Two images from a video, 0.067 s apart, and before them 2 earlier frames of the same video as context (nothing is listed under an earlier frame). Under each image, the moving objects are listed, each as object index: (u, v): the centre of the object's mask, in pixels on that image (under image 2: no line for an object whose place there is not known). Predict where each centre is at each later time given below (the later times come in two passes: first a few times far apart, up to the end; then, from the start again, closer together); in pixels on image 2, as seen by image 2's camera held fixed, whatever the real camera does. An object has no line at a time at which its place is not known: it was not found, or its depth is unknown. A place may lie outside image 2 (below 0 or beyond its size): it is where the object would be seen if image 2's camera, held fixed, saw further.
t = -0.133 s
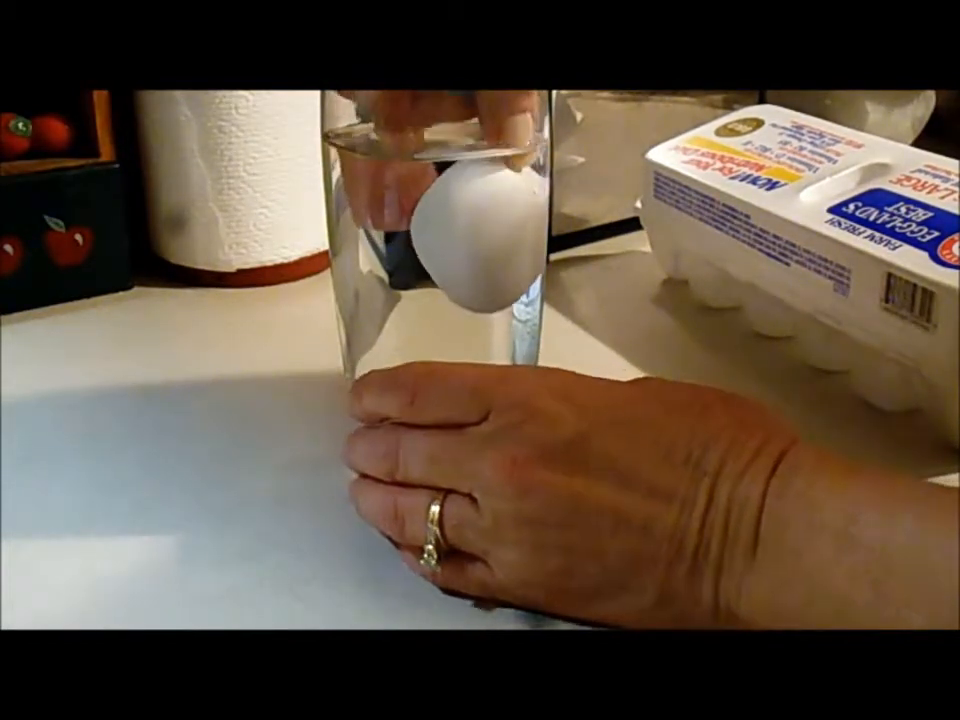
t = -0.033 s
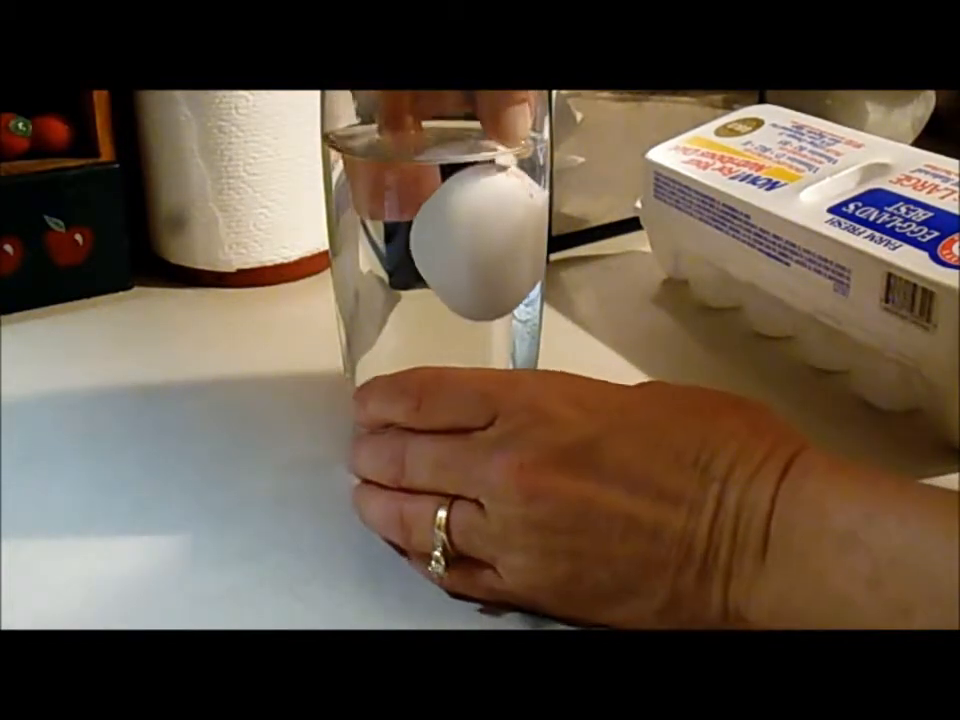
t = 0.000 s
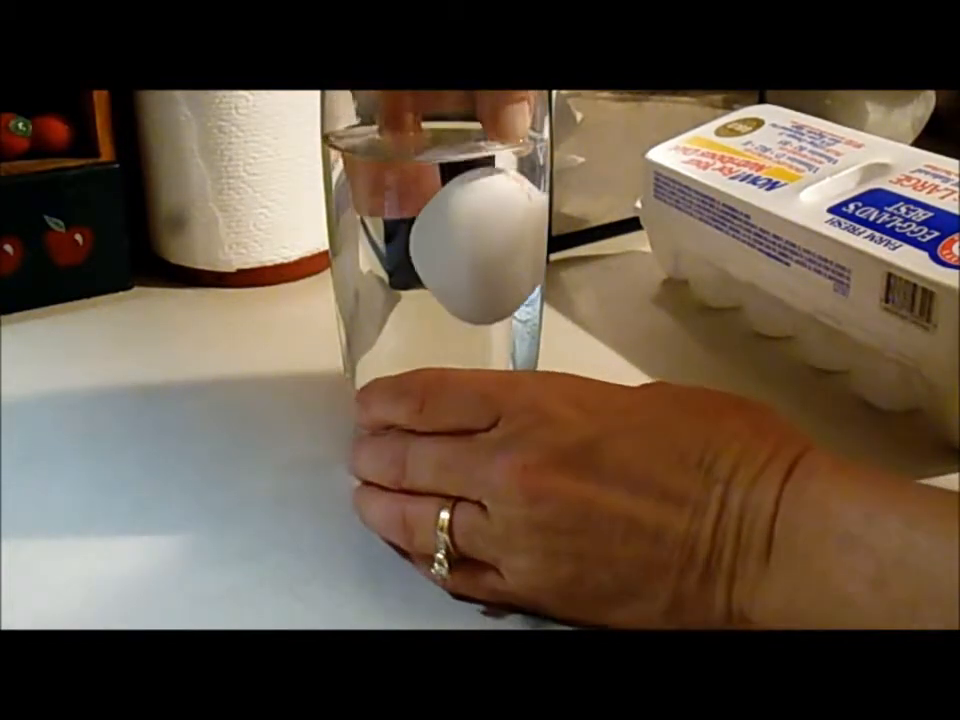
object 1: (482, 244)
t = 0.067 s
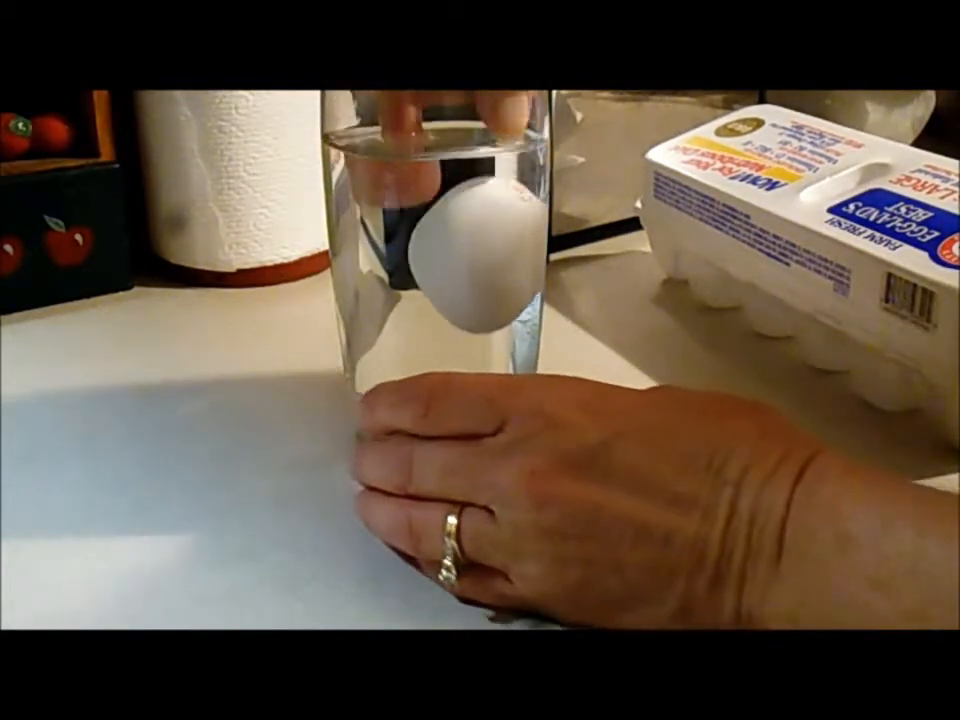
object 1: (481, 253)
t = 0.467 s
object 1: (470, 320)
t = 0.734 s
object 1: (449, 372)
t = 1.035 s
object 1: (445, 352)
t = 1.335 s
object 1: (454, 352)
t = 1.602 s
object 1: (455, 377)
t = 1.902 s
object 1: (450, 369)
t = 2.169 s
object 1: (450, 368)
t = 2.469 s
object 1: (442, 379)
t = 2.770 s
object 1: (425, 382)
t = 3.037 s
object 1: (416, 382)
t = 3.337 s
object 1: (420, 382)
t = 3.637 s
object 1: (423, 382)
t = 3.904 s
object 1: (424, 382)
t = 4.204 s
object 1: (424, 382)
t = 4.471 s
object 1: (422, 383)
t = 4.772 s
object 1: (419, 383)
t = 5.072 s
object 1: (417, 383)
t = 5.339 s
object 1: (416, 383)
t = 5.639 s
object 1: (416, 382)
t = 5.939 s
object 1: (418, 383)
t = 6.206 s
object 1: (419, 382)
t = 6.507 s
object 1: (421, 382)
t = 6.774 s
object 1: (421, 382)
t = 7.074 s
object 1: (421, 382)
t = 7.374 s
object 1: (421, 382)
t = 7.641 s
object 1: (420, 382)
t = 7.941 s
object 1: (419, 382)
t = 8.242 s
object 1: (418, 382)
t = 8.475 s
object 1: (418, 382)
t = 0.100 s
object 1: (480, 258)
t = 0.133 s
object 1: (480, 263)
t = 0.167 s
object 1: (479, 268)
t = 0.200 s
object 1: (478, 273)
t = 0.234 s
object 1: (477, 279)
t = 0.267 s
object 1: (477, 285)
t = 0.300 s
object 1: (476, 291)
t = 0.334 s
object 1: (475, 297)
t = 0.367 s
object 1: (474, 304)
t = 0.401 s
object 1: (473, 310)
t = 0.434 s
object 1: (471, 315)
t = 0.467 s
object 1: (470, 320)
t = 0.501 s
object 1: (467, 325)
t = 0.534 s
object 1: (464, 330)
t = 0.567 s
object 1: (462, 335)
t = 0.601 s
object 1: (459, 341)
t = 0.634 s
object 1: (457, 348)
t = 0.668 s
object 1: (454, 355)
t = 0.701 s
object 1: (452, 364)
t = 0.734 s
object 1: (449, 372)
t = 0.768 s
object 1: (448, 381)
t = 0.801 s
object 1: (448, 381)
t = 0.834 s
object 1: (447, 377)
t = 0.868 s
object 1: (445, 373)
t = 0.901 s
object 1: (444, 365)
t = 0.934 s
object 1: (441, 362)
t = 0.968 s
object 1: (443, 358)
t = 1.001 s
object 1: (444, 355)
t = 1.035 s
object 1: (445, 352)
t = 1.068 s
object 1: (446, 350)
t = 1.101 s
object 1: (448, 349)
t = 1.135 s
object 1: (448, 348)
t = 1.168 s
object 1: (450, 348)
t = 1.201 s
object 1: (451, 348)
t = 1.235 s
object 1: (452, 348)
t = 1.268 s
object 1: (453, 349)
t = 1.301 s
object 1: (454, 350)
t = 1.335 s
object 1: (454, 352)
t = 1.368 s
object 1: (455, 354)
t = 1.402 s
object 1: (457, 357)
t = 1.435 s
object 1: (458, 360)
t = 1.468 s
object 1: (458, 363)
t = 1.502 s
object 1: (457, 366)
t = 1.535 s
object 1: (457, 369)
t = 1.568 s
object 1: (456, 373)
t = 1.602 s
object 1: (455, 377)
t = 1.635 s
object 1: (454, 381)
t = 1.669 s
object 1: (453, 385)
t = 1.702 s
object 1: (453, 380)
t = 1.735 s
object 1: (451, 377)
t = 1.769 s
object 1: (450, 375)
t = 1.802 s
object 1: (450, 373)
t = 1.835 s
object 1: (450, 371)
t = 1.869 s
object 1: (450, 369)
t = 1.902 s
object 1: (450, 369)
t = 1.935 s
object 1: (450, 368)
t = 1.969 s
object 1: (449, 367)
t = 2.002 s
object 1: (450, 366)
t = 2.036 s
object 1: (450, 366)
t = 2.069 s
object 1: (450, 365)
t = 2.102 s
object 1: (450, 366)
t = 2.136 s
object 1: (450, 367)
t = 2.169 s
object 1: (450, 368)
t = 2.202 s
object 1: (450, 369)
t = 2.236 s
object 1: (450, 371)
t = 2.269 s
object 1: (450, 374)
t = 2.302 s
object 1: (449, 376)
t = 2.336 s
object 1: (448, 377)
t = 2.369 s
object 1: (447, 380)
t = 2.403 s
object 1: (446, 380)
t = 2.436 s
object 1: (444, 379)
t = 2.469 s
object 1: (442, 379)
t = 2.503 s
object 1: (438, 381)
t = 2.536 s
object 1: (436, 380)
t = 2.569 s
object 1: (435, 380)
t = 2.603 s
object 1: (433, 381)
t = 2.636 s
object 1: (431, 381)
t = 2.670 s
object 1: (429, 382)
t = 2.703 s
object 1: (428, 383)
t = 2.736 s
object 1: (426, 383)
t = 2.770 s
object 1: (425, 382)
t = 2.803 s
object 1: (424, 382)
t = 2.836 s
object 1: (422, 382)
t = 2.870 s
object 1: (421, 382)
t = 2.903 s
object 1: (420, 382)
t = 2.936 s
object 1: (419, 383)
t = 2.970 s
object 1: (418, 382)
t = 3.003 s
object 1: (417, 382)
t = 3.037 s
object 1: (416, 382)
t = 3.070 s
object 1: (416, 382)
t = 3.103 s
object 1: (417, 382)
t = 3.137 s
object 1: (417, 382)
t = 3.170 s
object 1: (417, 381)
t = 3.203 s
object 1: (418, 381)
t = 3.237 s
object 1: (418, 381)
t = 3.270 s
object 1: (419, 381)
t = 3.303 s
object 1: (419, 382)
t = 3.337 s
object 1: (420, 382)
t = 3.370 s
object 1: (420, 382)
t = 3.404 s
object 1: (421, 382)
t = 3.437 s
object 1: (421, 382)
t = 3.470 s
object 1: (422, 382)
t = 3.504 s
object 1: (422, 382)
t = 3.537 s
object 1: (423, 382)
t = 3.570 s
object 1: (423, 382)
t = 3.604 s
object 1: (423, 382)
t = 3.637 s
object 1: (423, 382)
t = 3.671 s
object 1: (423, 382)
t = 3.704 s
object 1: (424, 382)
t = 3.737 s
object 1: (424, 382)
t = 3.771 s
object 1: (424, 382)
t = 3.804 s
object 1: (424, 382)
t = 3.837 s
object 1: (424, 382)
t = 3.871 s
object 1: (424, 382)
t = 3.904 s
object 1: (424, 382)
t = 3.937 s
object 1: (424, 382)
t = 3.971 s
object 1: (424, 382)
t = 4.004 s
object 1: (424, 382)
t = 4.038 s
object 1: (424, 382)
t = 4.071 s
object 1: (424, 382)
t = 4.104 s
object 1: (424, 382)
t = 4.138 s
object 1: (424, 382)
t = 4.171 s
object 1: (424, 382)
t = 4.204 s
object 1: (424, 382)
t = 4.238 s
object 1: (424, 383)
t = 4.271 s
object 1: (424, 383)
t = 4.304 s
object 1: (423, 383)
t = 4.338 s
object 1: (423, 383)
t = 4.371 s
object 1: (423, 383)
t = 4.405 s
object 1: (423, 383)
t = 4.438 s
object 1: (422, 383)
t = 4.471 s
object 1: (422, 383)
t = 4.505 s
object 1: (422, 383)
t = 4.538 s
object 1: (421, 383)
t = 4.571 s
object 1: (421, 383)
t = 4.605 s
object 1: (420, 383)
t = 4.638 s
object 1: (420, 383)
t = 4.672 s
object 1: (420, 383)
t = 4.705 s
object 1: (420, 383)
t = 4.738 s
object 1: (419, 383)
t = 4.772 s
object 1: (419, 383)
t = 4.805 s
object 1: (419, 383)
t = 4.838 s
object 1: (418, 383)
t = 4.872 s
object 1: (418, 383)
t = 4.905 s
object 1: (418, 383)
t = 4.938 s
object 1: (418, 383)
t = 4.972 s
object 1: (417, 383)
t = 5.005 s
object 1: (417, 383)
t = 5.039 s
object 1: (417, 383)
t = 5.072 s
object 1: (417, 383)
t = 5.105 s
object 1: (417, 383)
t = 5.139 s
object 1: (417, 383)
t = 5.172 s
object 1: (416, 383)
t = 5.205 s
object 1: (416, 383)
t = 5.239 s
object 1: (416, 383)
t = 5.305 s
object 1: (416, 383)
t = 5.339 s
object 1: (416, 383)
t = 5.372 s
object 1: (416, 383)
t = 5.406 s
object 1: (416, 383)
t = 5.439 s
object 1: (416, 383)
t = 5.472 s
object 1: (416, 383)
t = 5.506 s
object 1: (416, 383)
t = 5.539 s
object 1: (416, 383)
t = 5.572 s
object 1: (416, 382)
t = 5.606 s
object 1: (416, 382)
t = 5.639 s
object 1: (416, 382)
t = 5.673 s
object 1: (416, 383)
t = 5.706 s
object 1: (417, 383)
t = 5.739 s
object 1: (417, 383)
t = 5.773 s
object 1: (417, 383)
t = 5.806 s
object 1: (417, 383)
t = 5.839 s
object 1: (417, 383)
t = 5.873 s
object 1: (418, 383)
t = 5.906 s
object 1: (418, 383)
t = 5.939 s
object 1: (418, 383)
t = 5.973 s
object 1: (418, 383)
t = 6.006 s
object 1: (418, 383)
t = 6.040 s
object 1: (418, 383)
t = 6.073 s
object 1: (419, 382)
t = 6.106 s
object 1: (419, 382)
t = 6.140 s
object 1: (419, 382)
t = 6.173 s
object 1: (419, 382)
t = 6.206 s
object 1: (419, 382)
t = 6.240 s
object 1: (419, 382)
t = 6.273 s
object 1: (420, 382)
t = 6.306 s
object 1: (420, 382)
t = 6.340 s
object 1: (419, 382)
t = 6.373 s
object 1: (420, 382)
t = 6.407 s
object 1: (420, 382)
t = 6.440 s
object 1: (420, 382)
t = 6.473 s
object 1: (420, 382)
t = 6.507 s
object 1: (421, 382)
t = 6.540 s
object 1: (421, 382)
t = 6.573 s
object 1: (420, 382)
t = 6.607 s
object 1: (421, 382)
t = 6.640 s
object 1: (420, 381)
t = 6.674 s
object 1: (421, 382)
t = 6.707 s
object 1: (421, 382)
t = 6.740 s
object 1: (421, 382)
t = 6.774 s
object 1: (421, 382)
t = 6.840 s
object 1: (421, 382)
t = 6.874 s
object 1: (421, 382)
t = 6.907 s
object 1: (421, 382)
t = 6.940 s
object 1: (421, 382)
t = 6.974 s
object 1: (422, 382)
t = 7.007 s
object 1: (421, 382)
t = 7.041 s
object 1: (421, 382)
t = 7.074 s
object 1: (421, 382)
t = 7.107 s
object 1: (421, 382)
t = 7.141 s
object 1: (421, 382)
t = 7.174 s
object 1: (421, 382)
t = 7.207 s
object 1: (421, 382)
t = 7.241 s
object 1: (421, 382)
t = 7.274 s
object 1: (421, 382)
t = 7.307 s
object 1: (421, 382)
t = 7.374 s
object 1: (421, 382)
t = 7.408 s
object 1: (421, 382)
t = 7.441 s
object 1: (421, 382)
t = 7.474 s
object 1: (421, 382)
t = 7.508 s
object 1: (421, 382)
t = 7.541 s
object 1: (421, 382)
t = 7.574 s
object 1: (420, 382)
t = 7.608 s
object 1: (420, 382)
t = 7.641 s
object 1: (420, 382)
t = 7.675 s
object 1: (420, 382)
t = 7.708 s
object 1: (420, 382)
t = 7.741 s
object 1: (420, 382)
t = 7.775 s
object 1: (419, 382)
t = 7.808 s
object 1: (419, 382)
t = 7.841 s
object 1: (419, 382)
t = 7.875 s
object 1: (419, 382)
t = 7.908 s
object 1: (419, 382)
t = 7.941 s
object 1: (419, 382)
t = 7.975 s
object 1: (419, 382)
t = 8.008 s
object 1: (419, 382)
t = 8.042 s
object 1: (419, 382)
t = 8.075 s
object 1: (418, 382)
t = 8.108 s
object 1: (418, 382)
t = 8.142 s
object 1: (418, 382)
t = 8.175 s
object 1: (418, 382)
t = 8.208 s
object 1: (419, 382)
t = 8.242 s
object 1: (418, 382)
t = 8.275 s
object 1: (418, 382)
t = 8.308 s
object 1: (418, 382)
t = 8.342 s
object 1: (418, 382)
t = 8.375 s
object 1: (418, 382)
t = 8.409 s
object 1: (418, 382)
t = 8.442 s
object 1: (418, 382)
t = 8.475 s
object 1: (418, 382)
